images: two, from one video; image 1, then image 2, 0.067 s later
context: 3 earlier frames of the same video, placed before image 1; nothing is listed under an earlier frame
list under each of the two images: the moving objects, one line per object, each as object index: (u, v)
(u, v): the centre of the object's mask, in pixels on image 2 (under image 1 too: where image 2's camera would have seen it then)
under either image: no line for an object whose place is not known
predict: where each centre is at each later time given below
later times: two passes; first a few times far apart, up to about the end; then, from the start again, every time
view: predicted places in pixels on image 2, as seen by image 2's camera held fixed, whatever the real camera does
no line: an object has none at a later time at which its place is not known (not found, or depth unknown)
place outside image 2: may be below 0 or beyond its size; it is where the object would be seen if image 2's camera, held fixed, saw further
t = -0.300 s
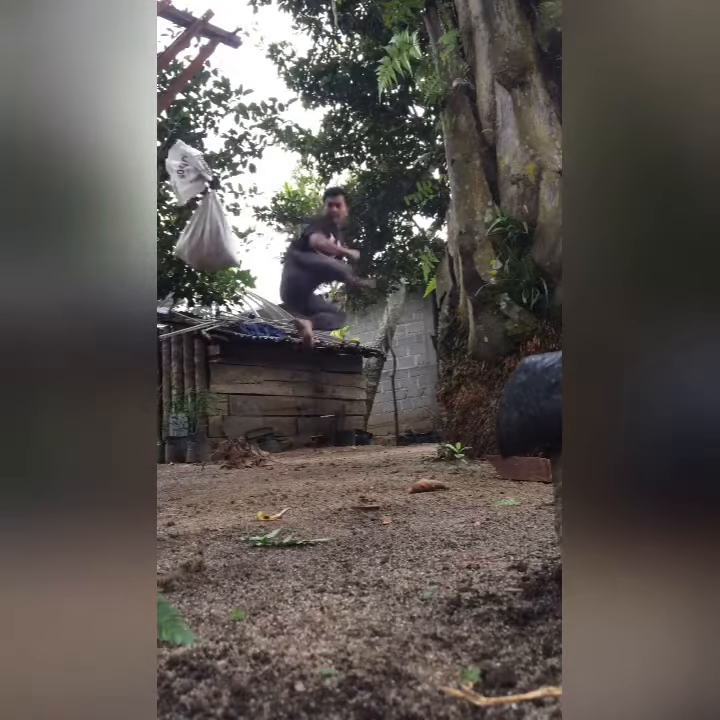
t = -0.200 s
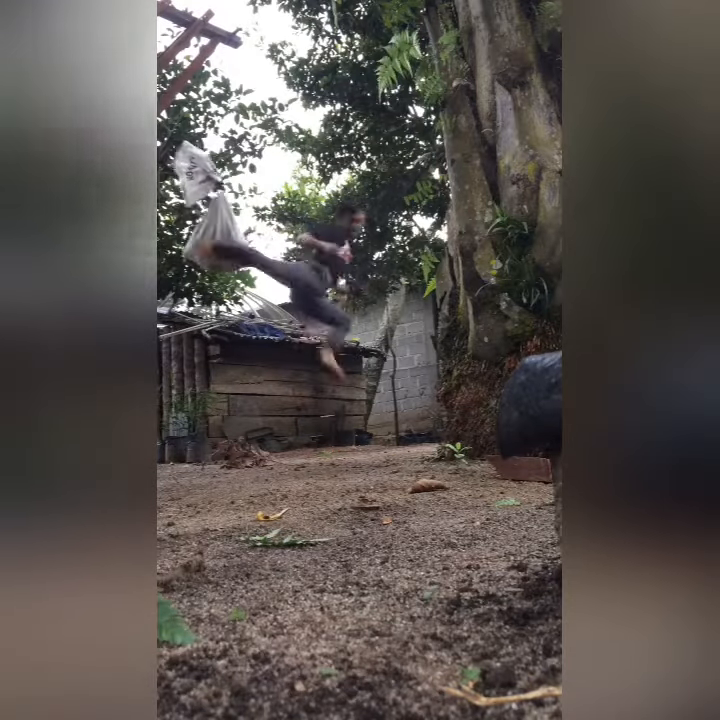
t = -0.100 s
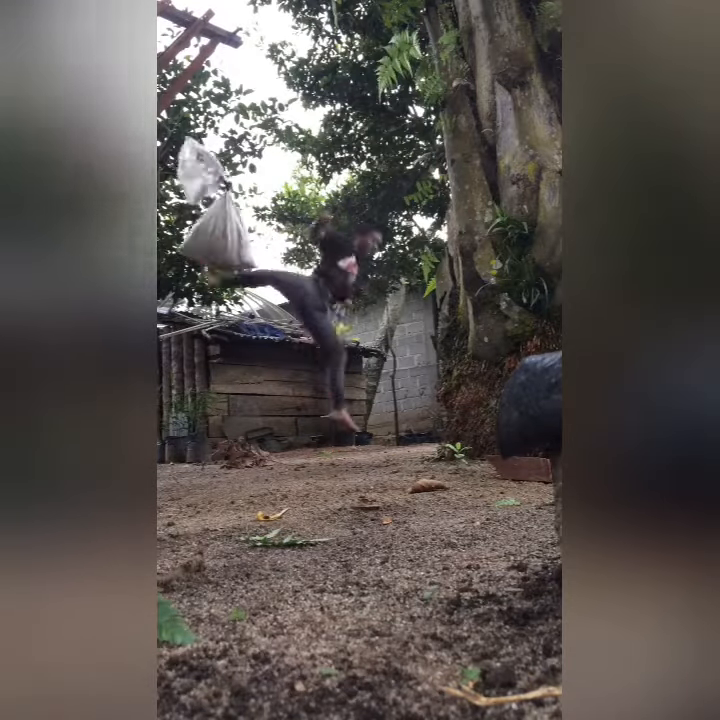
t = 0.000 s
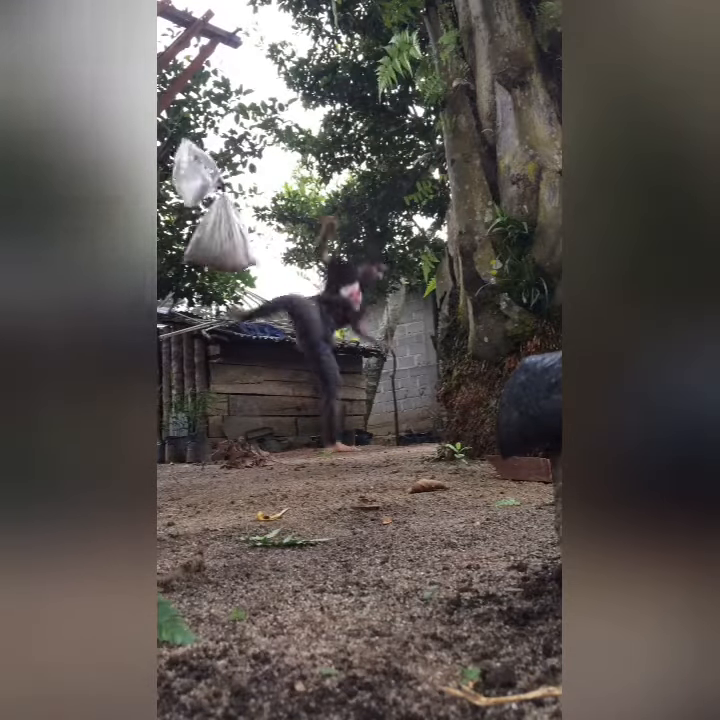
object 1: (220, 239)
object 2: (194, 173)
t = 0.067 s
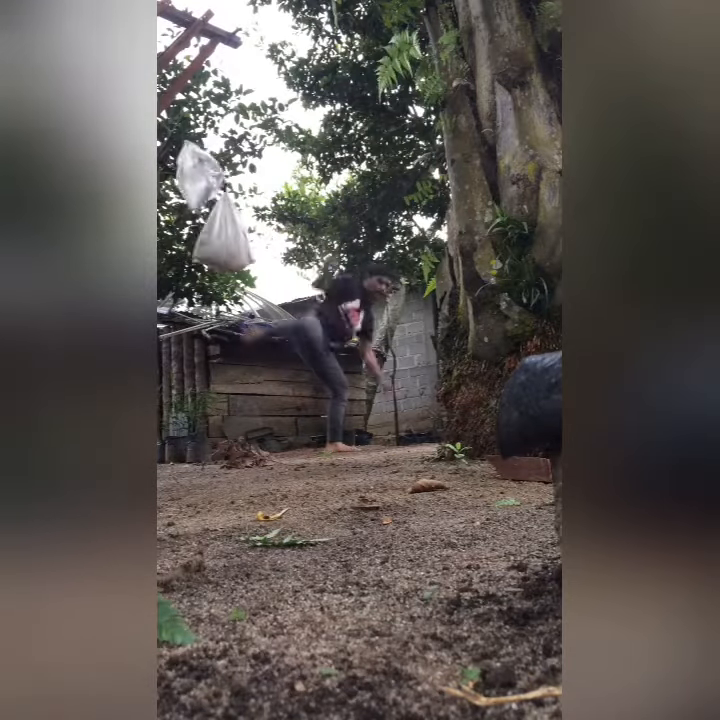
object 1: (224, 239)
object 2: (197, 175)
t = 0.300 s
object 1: (237, 240)
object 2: (247, 173)
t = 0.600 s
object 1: (250, 233)
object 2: (268, 166)
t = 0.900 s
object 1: (249, 217)
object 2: (247, 164)
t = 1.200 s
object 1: (239, 205)
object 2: (207, 157)
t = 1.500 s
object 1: (223, 210)
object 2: (199, 138)
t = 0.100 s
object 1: (225, 238)
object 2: (202, 174)
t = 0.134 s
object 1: (227, 239)
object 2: (209, 175)
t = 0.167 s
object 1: (229, 238)
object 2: (217, 172)
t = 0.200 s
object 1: (232, 240)
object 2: (224, 171)
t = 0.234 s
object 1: (234, 241)
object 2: (234, 173)
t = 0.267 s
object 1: (236, 240)
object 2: (243, 173)
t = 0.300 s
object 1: (237, 240)
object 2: (247, 173)
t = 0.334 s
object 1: (239, 237)
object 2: (250, 172)
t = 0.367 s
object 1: (240, 238)
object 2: (254, 171)
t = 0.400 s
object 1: (242, 237)
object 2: (259, 170)
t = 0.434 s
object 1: (244, 237)
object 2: (262, 169)
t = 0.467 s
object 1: (245, 237)
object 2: (264, 168)
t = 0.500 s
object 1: (246, 237)
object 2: (264, 168)
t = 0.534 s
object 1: (247, 237)
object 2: (265, 168)
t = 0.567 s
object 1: (249, 235)
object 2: (266, 167)
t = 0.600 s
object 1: (250, 233)
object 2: (268, 166)
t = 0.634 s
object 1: (251, 232)
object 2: (269, 166)
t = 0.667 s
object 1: (252, 230)
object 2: (270, 166)
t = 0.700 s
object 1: (252, 229)
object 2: (269, 168)
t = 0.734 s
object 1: (253, 227)
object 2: (268, 169)
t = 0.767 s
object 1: (253, 226)
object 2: (266, 170)
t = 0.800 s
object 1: (252, 224)
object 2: (262, 170)
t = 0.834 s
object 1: (252, 221)
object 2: (259, 171)
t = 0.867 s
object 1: (251, 218)
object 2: (255, 168)
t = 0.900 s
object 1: (249, 217)
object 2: (247, 164)
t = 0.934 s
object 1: (250, 216)
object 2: (240, 169)
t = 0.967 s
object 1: (249, 213)
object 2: (235, 170)
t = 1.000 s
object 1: (248, 212)
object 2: (227, 173)
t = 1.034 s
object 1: (248, 209)
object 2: (223, 172)
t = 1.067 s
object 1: (246, 207)
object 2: (220, 171)
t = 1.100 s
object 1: (245, 206)
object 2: (217, 169)
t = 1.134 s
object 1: (244, 205)
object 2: (214, 164)
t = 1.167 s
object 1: (240, 206)
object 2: (210, 159)
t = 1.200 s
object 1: (239, 205)
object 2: (207, 157)
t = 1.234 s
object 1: (237, 205)
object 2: (205, 154)
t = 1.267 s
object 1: (236, 205)
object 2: (202, 153)
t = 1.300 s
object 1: (234, 205)
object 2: (199, 151)
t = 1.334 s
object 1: (233, 205)
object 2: (197, 148)
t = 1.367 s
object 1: (230, 206)
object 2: (196, 145)
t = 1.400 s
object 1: (228, 206)
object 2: (196, 141)
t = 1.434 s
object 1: (227, 207)
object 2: (197, 140)
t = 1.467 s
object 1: (226, 209)
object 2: (198, 139)
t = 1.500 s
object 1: (223, 210)
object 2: (199, 138)
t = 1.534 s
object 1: (223, 211)
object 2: (200, 138)
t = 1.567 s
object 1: (223, 212)
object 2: (202, 137)
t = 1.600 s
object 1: (222, 215)
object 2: (206, 137)
